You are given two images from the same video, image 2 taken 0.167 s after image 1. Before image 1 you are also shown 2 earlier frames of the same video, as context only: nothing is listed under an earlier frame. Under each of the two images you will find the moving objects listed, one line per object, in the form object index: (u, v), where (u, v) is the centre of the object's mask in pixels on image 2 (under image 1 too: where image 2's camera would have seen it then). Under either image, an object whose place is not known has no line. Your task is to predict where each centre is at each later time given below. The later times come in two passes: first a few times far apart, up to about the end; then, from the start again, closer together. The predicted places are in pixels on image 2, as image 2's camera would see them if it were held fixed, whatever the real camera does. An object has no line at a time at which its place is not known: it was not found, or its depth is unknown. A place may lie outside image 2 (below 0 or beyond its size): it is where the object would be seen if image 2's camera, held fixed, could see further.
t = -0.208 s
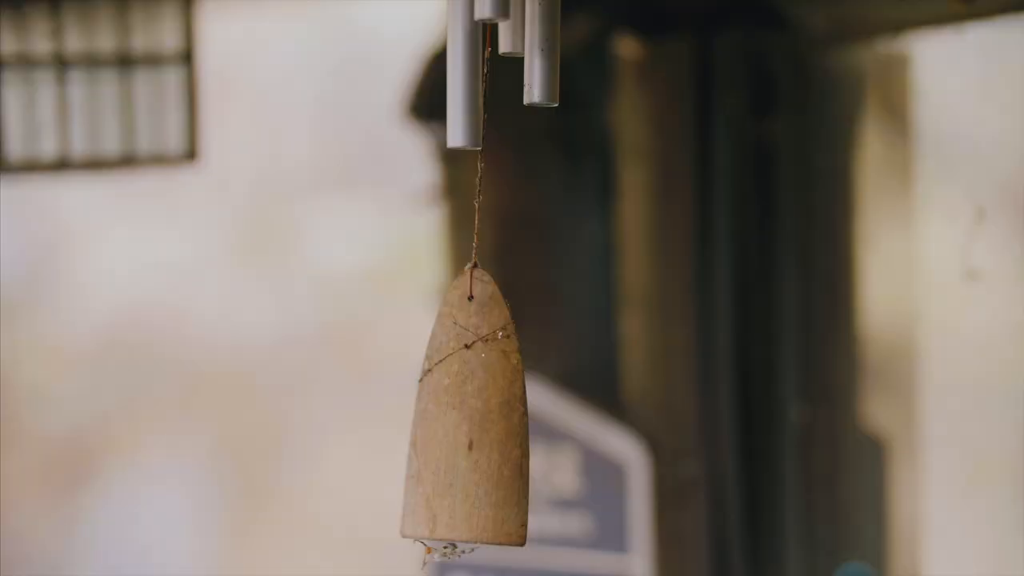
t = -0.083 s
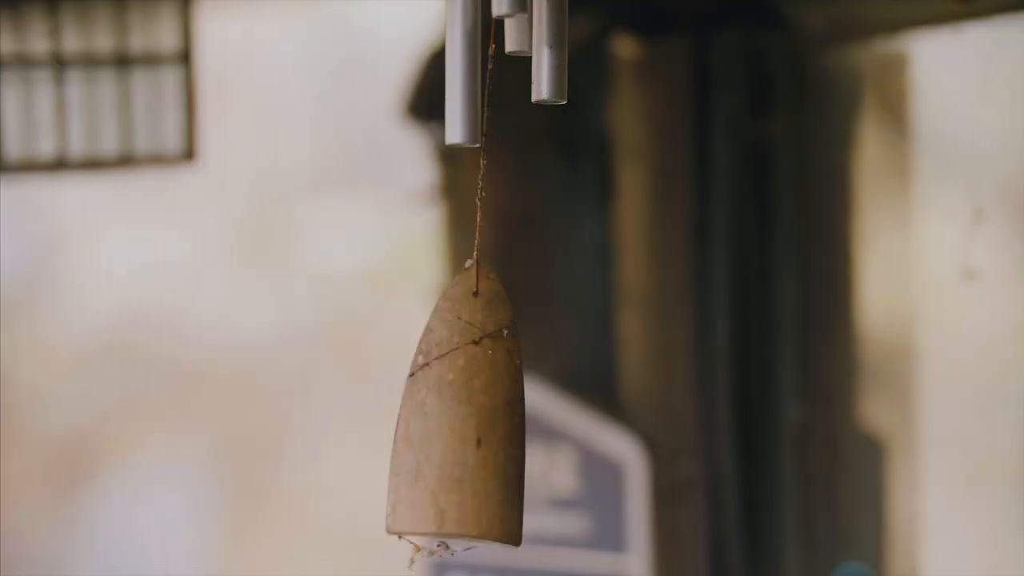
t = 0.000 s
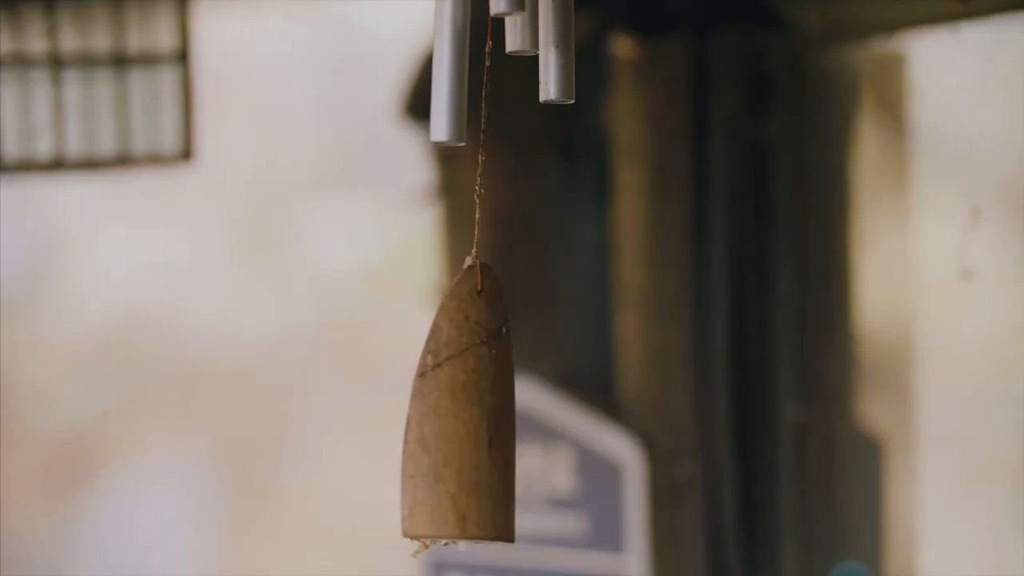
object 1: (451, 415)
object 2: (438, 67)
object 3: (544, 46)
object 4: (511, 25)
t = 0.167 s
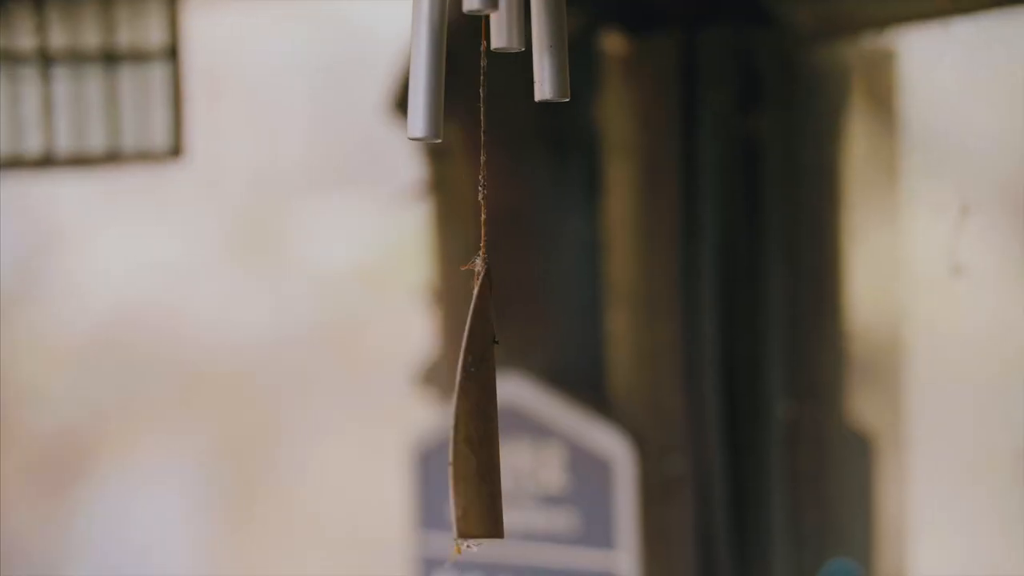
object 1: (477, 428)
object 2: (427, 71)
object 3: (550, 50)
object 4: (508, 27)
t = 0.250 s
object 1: (489, 430)
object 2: (428, 71)
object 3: (544, 51)
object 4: (504, 26)
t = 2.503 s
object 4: (470, 26)
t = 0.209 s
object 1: (485, 429)
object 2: (427, 72)
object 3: (548, 51)
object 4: (505, 27)
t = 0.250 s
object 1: (489, 430)
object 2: (428, 71)
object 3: (544, 51)
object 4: (504, 26)
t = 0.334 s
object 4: (492, 28)
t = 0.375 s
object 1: (489, 427)
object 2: (430, 73)
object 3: (528, 52)
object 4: (489, 29)
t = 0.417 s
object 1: (488, 424)
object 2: (432, 73)
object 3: (521, 52)
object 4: (487, 28)
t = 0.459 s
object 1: (486, 423)
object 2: (435, 73)
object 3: (515, 52)
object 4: (483, 30)
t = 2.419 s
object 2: (425, 68)
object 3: (503, 48)
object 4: (471, 32)
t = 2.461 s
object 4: (469, 31)
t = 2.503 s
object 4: (470, 26)
